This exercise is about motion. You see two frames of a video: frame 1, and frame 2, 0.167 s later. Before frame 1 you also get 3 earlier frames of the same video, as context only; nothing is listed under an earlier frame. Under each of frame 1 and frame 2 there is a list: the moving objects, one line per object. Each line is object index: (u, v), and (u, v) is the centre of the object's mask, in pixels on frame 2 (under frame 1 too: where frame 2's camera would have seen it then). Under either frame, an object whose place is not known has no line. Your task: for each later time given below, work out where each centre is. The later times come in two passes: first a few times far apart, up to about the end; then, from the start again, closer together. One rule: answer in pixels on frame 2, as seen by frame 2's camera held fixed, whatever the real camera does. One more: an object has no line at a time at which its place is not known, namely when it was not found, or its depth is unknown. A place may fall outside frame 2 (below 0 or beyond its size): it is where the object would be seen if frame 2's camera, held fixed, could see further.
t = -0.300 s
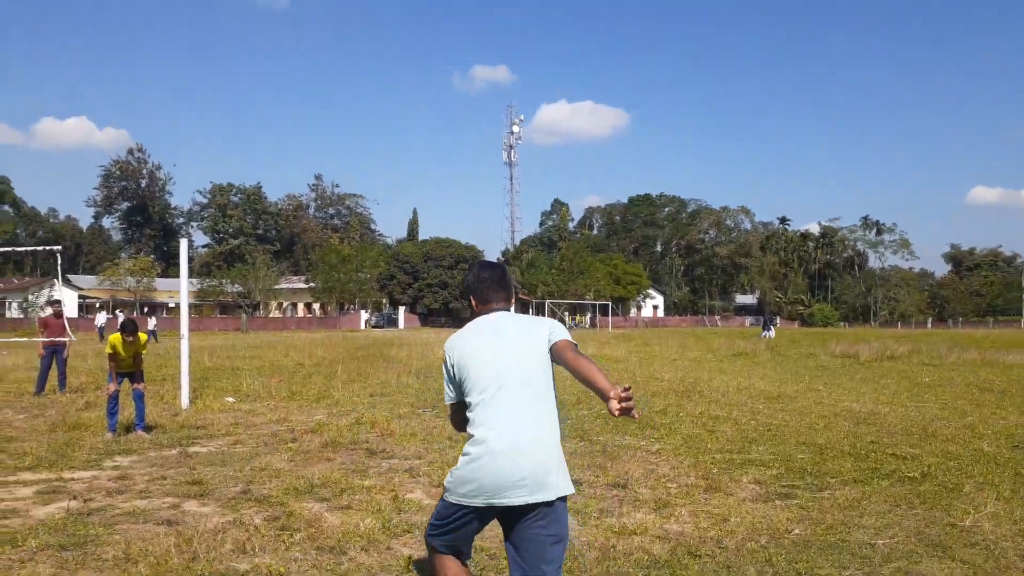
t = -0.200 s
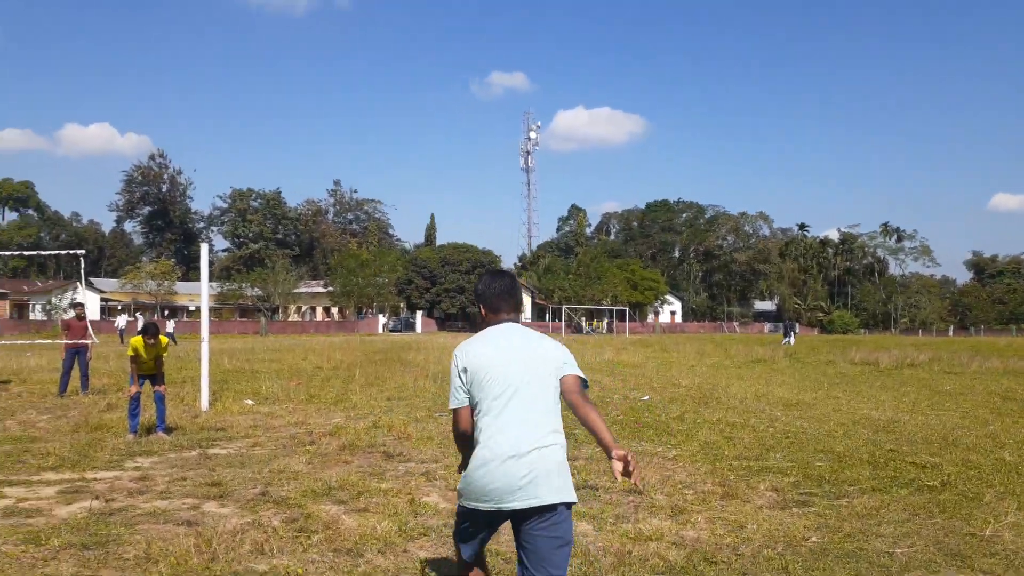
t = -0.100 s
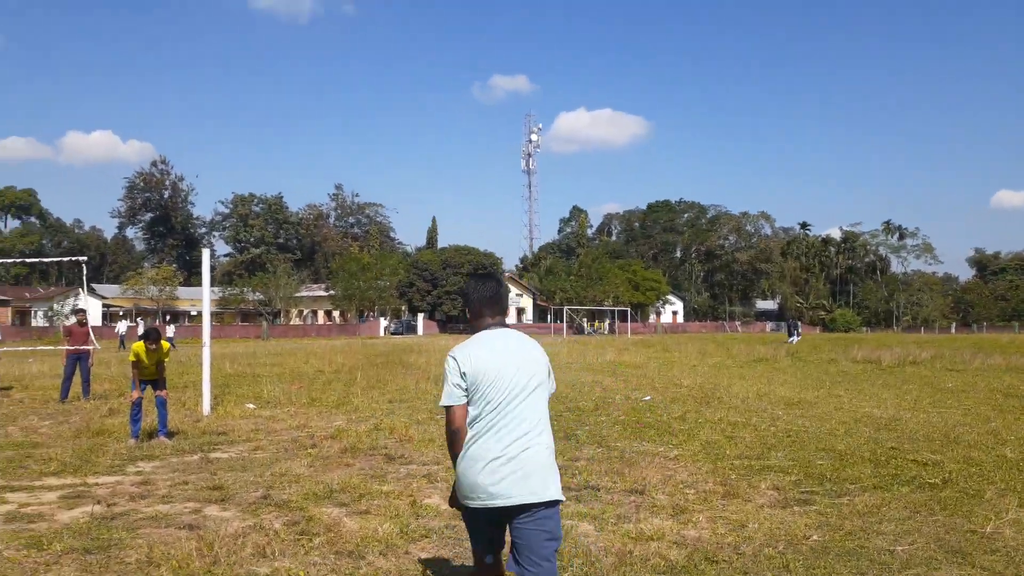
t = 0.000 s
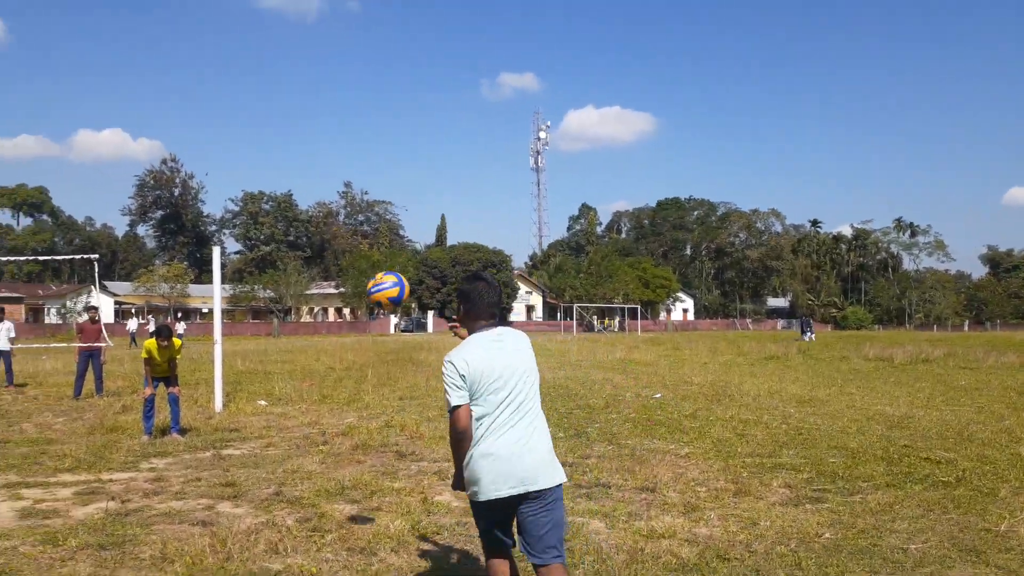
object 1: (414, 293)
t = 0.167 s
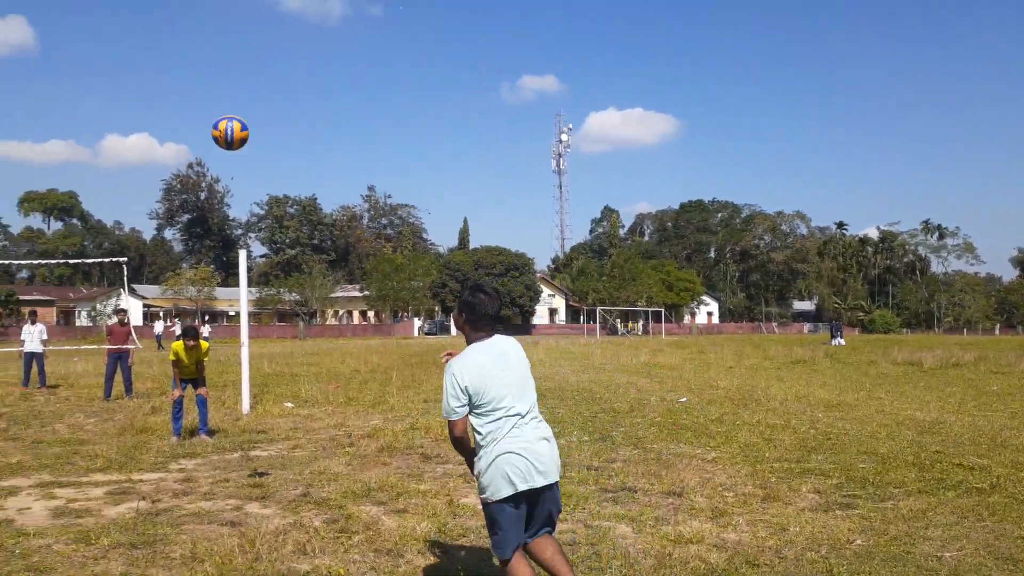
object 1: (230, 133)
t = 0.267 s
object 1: (140, 80)
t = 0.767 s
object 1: (-73, 92)
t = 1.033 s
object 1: (-138, 184)
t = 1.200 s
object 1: (-181, 257)
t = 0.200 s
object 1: (199, 111)
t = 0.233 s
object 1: (170, 93)
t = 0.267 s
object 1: (140, 80)
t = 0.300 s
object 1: (112, 69)
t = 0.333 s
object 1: (85, 57)
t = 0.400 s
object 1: (50, 41)
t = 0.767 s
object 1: (-73, 92)
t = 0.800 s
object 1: (-78, 101)
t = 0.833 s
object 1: (-91, 113)
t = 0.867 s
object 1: (-101, 124)
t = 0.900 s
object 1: (-106, 135)
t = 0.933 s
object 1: (-112, 148)
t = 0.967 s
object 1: (-122, 160)
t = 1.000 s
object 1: (-131, 170)
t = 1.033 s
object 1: (-138, 184)
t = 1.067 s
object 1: (-145, 199)
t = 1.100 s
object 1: (-156, 213)
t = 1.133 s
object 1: (-166, 227)
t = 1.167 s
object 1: (-172, 244)
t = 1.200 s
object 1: (-181, 257)
